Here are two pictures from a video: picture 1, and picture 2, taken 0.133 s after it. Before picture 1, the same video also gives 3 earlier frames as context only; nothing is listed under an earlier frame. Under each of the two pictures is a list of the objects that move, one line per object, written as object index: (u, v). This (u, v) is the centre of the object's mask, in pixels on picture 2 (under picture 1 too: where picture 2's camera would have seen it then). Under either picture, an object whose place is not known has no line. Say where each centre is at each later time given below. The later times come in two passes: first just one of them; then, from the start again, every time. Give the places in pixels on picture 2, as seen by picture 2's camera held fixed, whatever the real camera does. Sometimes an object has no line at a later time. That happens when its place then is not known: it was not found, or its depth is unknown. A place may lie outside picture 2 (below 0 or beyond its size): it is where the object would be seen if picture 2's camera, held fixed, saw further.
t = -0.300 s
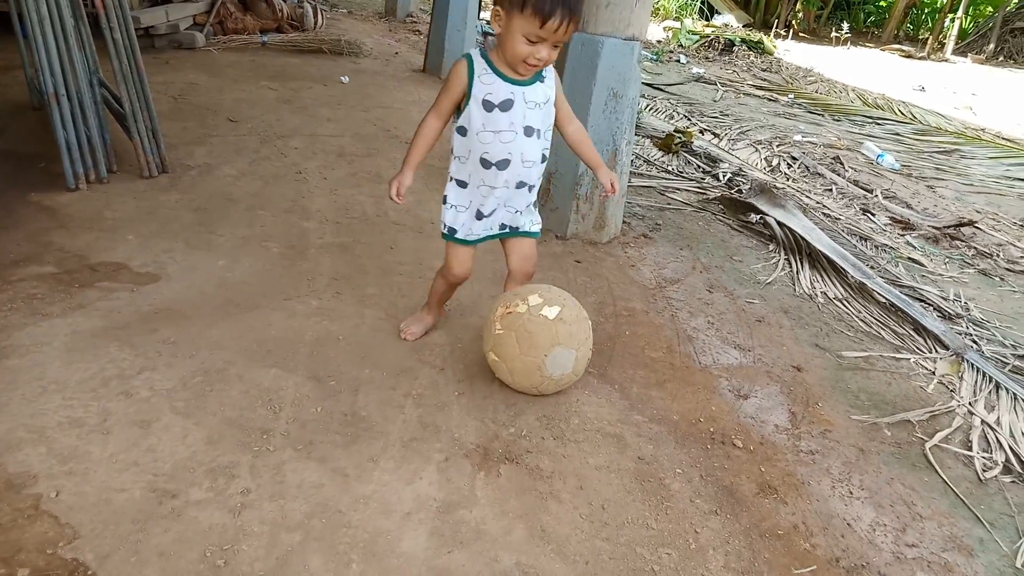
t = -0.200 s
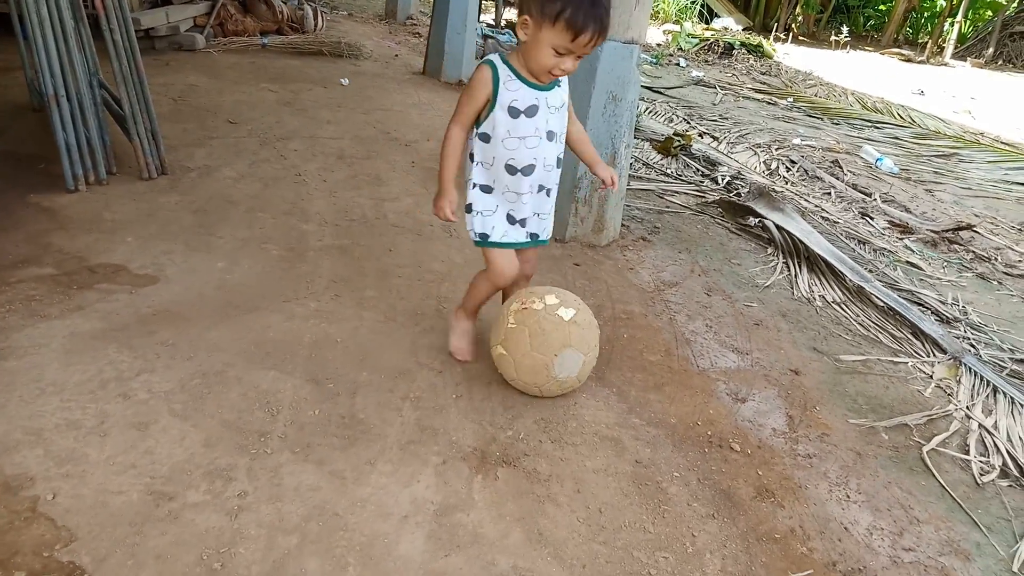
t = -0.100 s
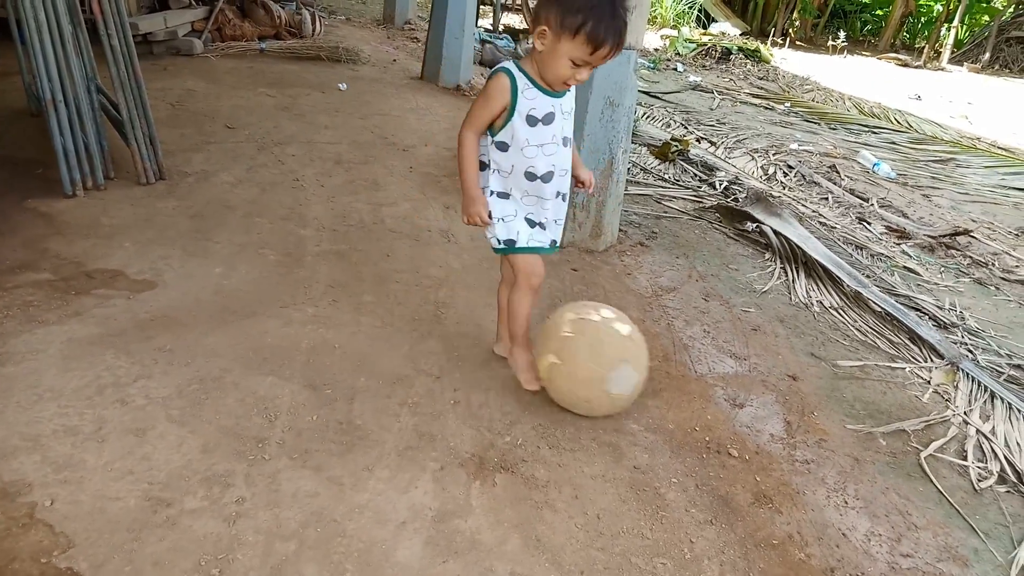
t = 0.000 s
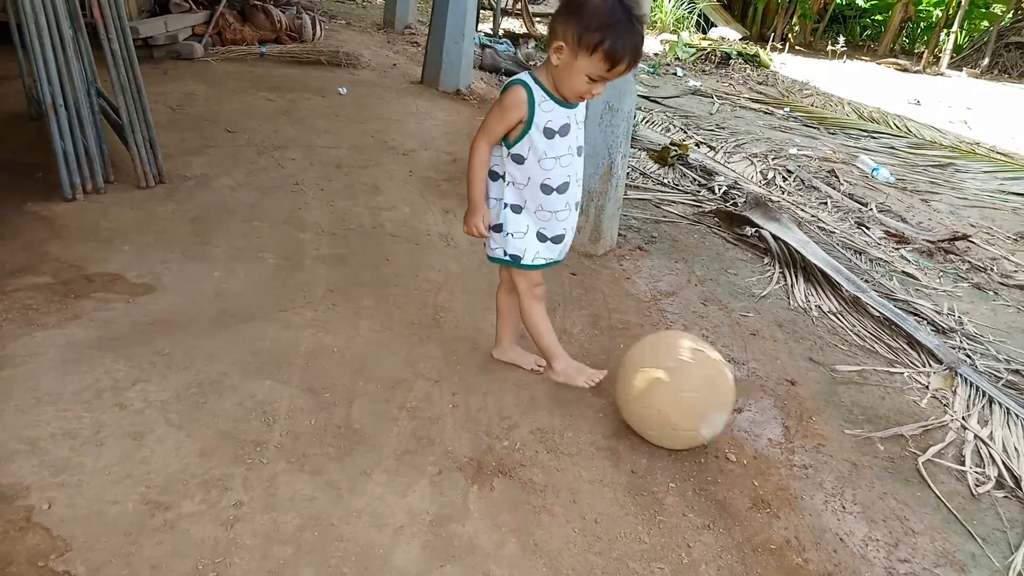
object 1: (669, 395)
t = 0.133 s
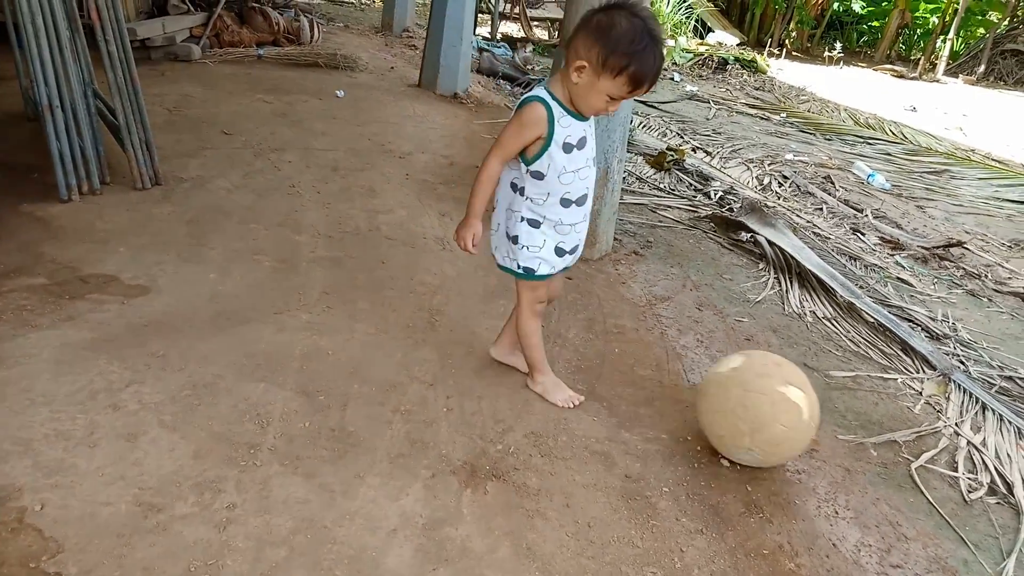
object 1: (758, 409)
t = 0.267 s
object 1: (840, 424)
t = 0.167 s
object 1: (777, 416)
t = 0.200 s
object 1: (798, 420)
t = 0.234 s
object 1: (820, 420)
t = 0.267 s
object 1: (840, 424)
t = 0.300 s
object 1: (860, 427)
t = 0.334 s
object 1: (881, 429)
